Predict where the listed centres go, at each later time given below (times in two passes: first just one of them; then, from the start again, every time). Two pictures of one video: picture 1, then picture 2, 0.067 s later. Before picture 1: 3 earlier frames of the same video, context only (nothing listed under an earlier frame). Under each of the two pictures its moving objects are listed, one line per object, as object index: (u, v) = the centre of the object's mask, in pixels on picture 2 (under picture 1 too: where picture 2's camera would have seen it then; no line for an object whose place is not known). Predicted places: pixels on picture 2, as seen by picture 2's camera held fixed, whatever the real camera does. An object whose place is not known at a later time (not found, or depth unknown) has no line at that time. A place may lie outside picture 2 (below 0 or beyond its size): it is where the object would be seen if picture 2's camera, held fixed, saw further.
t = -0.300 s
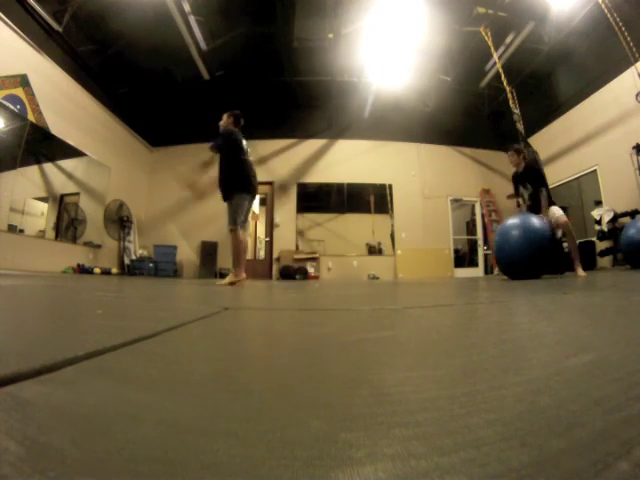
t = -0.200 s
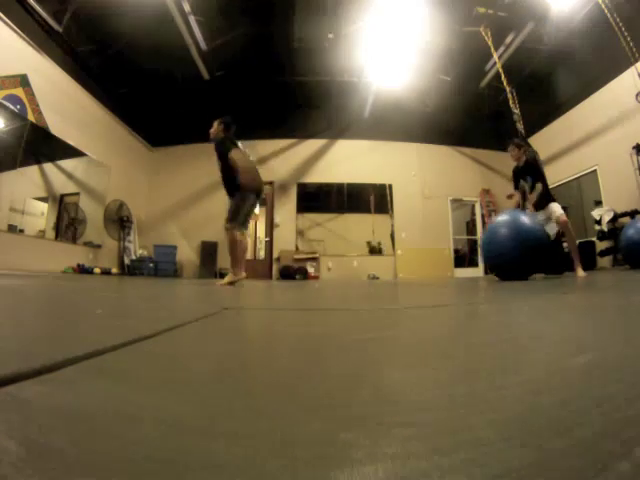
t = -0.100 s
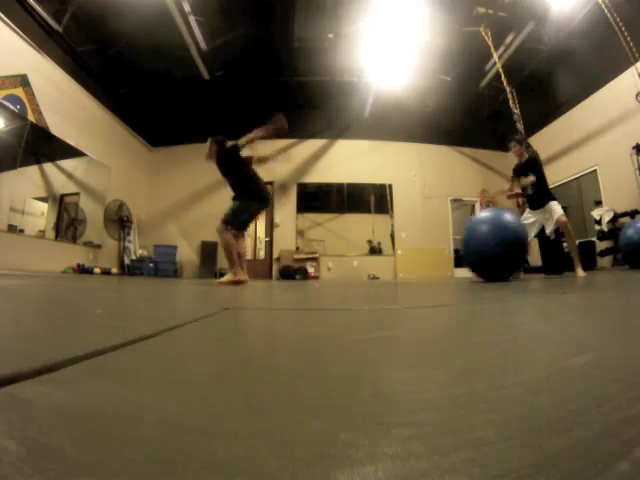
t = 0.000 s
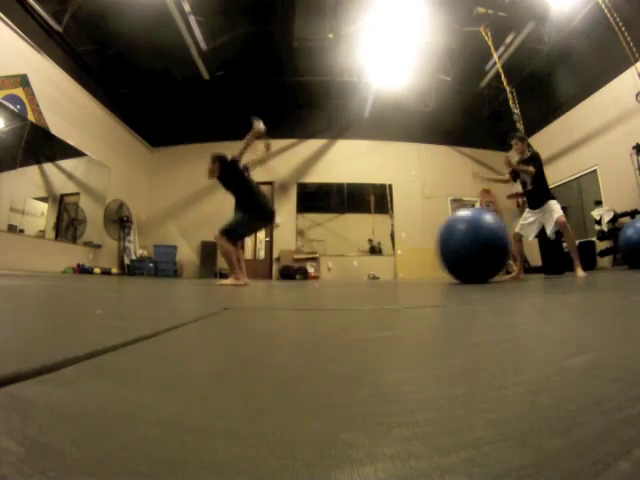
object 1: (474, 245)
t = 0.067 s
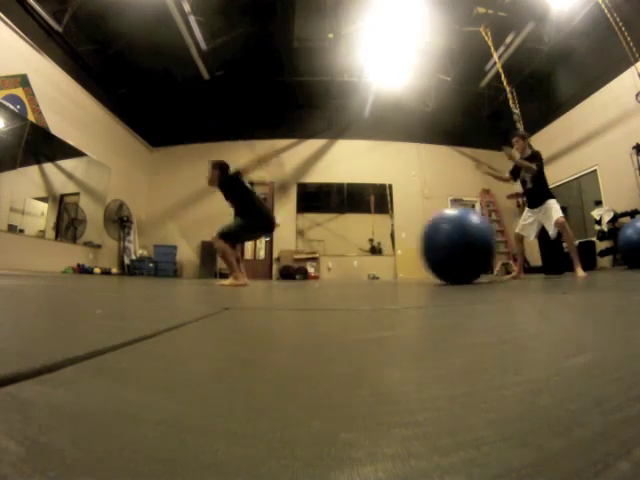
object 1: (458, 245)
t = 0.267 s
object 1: (410, 245)
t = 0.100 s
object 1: (450, 245)
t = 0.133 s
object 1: (442, 244)
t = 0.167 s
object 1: (434, 244)
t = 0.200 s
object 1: (427, 244)
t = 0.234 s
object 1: (419, 245)
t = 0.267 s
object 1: (410, 245)
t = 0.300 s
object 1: (403, 244)
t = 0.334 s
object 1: (394, 243)
